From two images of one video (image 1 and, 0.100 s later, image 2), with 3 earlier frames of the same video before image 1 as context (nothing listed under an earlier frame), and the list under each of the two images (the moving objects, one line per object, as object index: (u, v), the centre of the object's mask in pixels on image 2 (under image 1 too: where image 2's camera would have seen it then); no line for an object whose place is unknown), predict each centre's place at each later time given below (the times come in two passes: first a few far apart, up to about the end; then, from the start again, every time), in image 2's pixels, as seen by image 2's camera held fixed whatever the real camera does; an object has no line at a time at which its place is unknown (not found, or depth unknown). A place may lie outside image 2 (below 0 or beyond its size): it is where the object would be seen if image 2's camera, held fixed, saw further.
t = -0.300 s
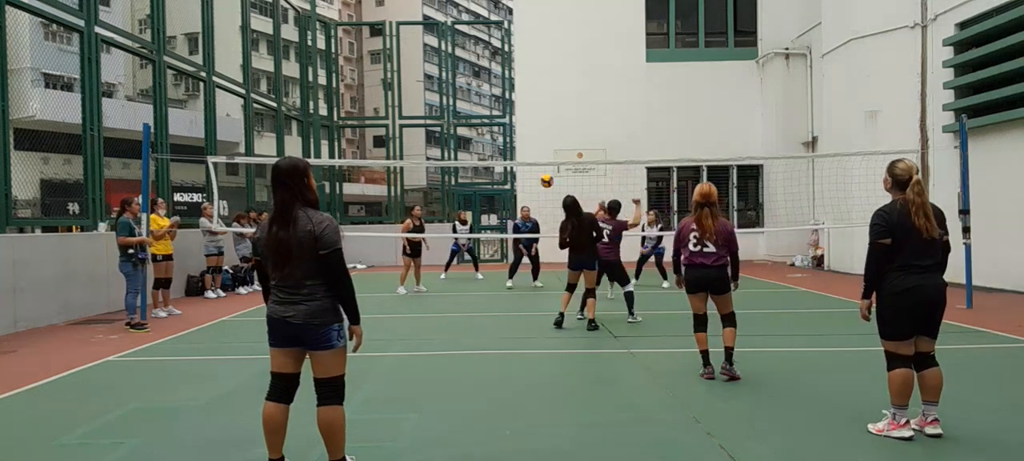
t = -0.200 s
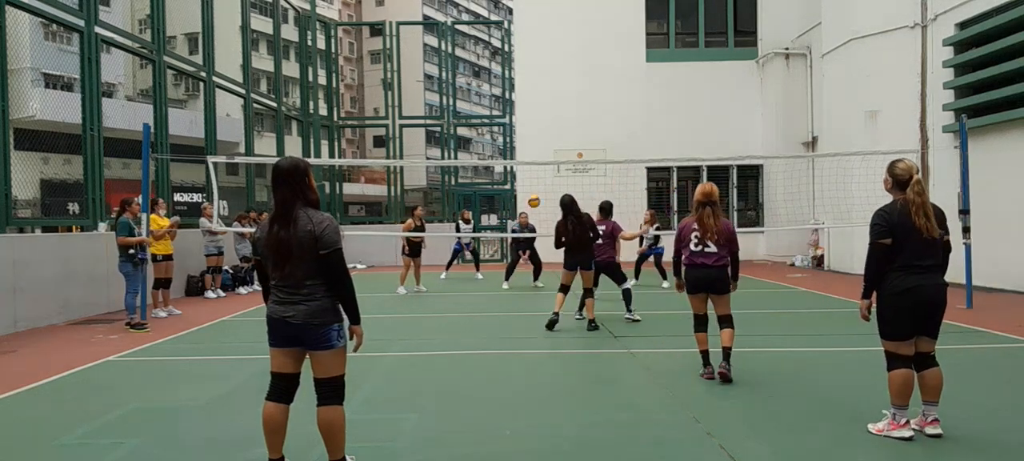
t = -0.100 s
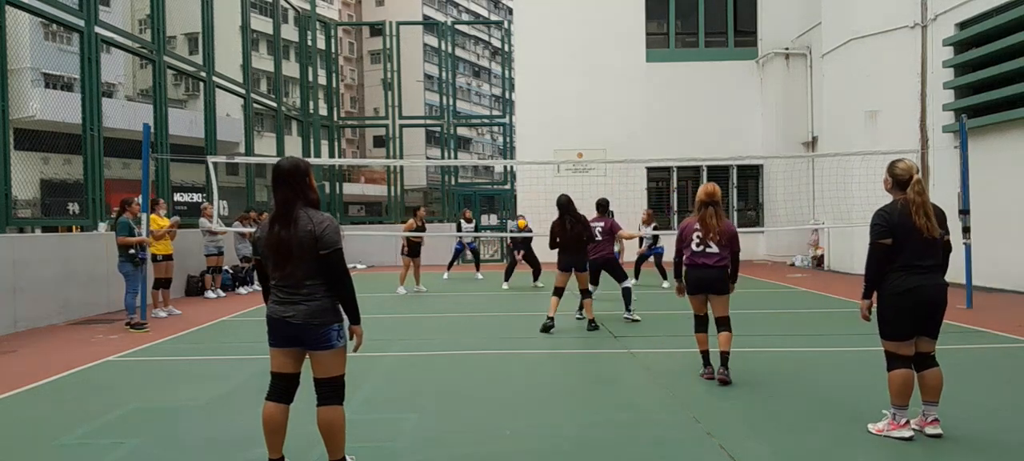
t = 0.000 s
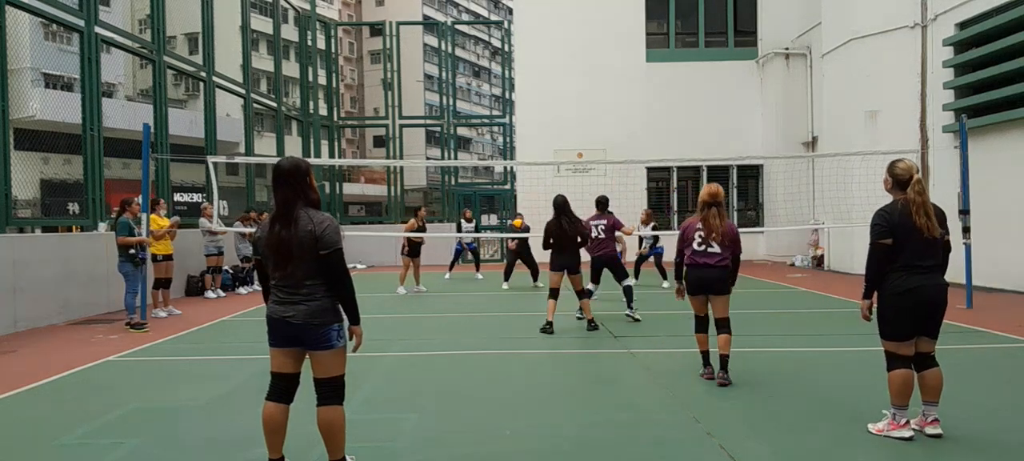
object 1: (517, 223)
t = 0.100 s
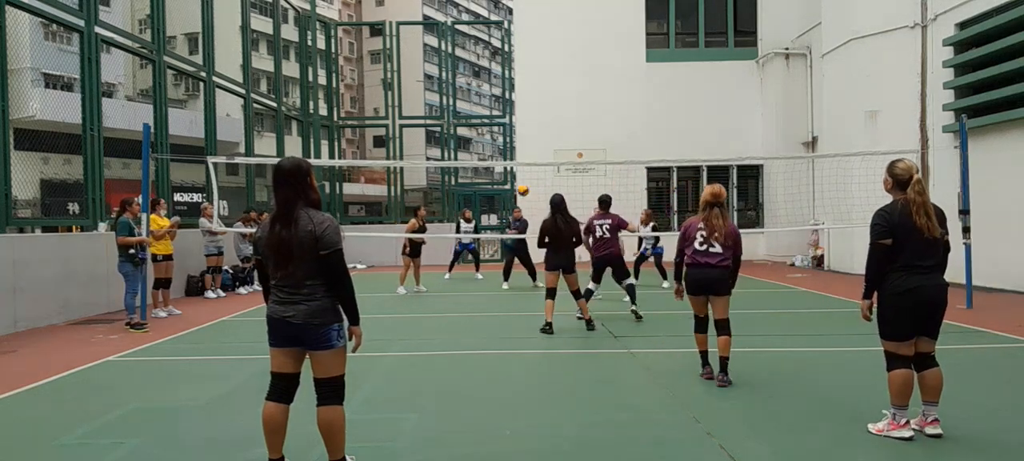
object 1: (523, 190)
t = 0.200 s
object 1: (528, 158)
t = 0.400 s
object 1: (541, 117)
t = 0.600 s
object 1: (554, 94)
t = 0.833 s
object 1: (571, 96)
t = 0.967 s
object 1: (581, 111)
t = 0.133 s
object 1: (525, 180)
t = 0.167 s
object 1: (526, 171)
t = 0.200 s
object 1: (528, 158)
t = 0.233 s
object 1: (530, 152)
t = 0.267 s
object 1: (532, 145)
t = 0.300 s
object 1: (534, 137)
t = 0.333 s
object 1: (537, 130)
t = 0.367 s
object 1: (538, 124)
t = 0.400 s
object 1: (541, 117)
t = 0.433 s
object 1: (543, 112)
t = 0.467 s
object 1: (545, 108)
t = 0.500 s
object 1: (547, 103)
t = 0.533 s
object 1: (549, 99)
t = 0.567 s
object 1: (552, 97)
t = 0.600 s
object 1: (554, 94)
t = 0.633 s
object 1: (557, 93)
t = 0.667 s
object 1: (559, 91)
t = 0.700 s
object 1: (561, 91)
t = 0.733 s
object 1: (563, 91)
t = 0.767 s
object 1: (566, 92)
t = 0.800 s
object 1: (568, 93)
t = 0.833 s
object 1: (571, 96)
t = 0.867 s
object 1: (574, 98)
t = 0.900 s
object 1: (576, 102)
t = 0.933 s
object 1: (579, 106)
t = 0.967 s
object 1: (581, 111)
